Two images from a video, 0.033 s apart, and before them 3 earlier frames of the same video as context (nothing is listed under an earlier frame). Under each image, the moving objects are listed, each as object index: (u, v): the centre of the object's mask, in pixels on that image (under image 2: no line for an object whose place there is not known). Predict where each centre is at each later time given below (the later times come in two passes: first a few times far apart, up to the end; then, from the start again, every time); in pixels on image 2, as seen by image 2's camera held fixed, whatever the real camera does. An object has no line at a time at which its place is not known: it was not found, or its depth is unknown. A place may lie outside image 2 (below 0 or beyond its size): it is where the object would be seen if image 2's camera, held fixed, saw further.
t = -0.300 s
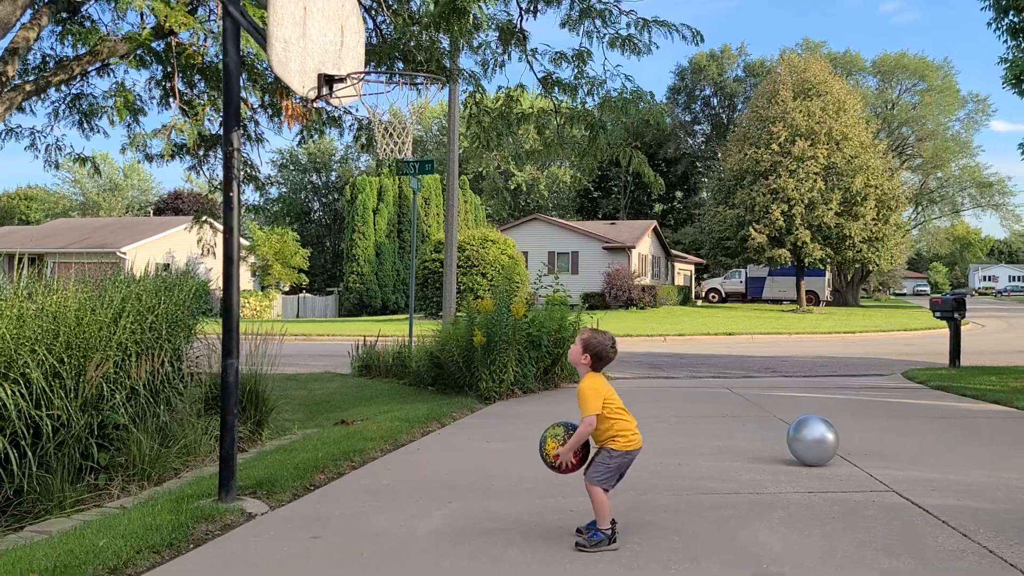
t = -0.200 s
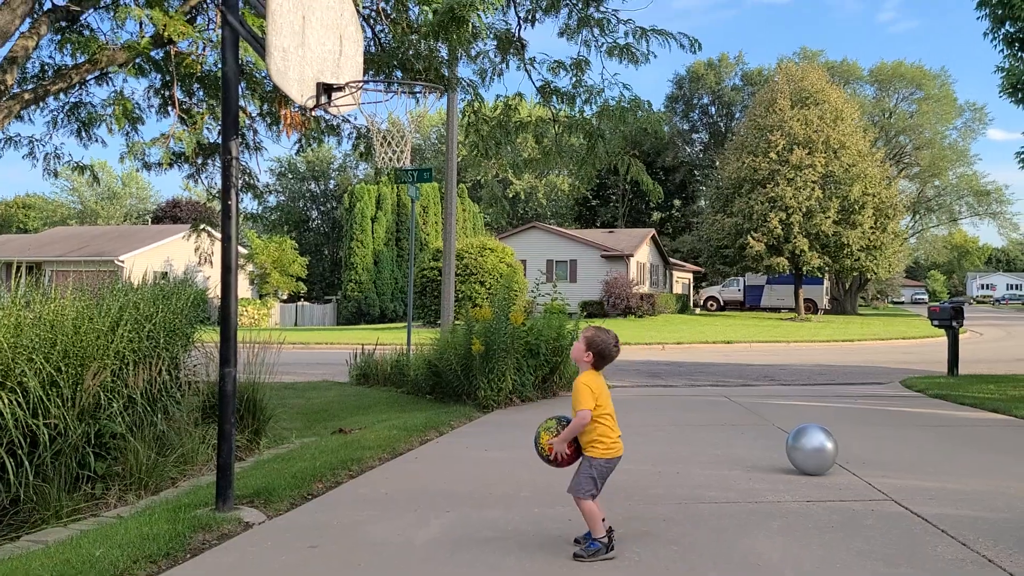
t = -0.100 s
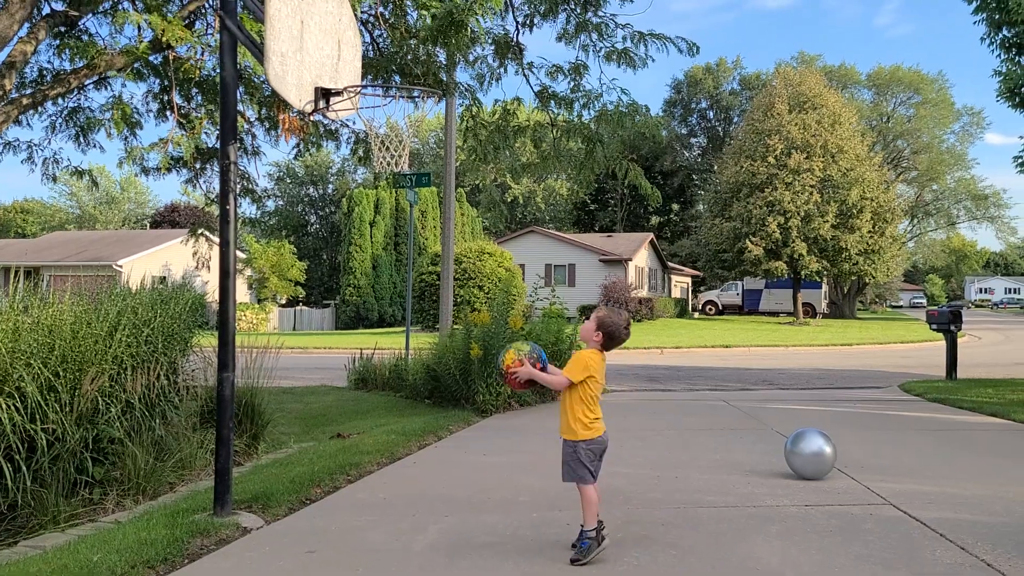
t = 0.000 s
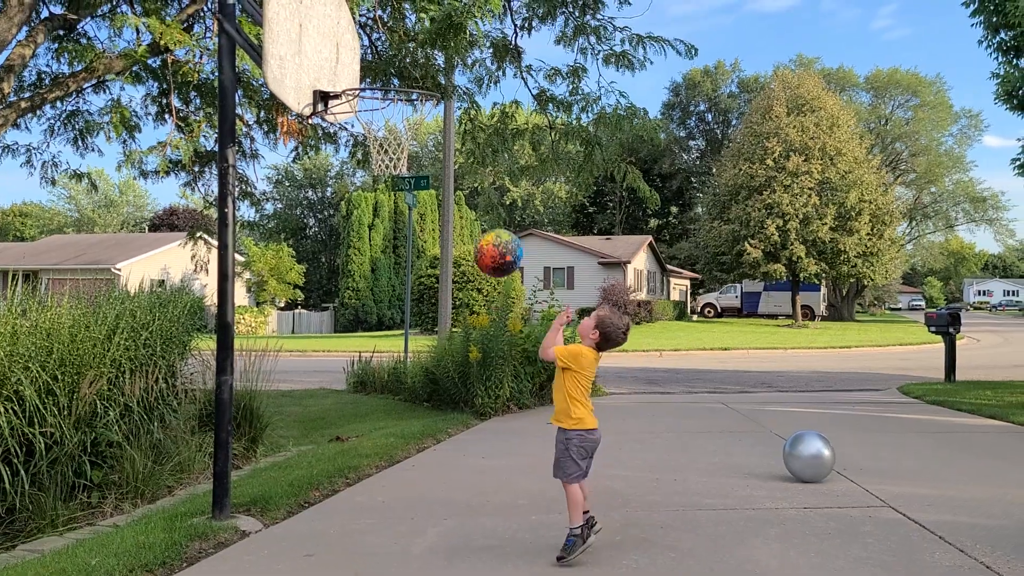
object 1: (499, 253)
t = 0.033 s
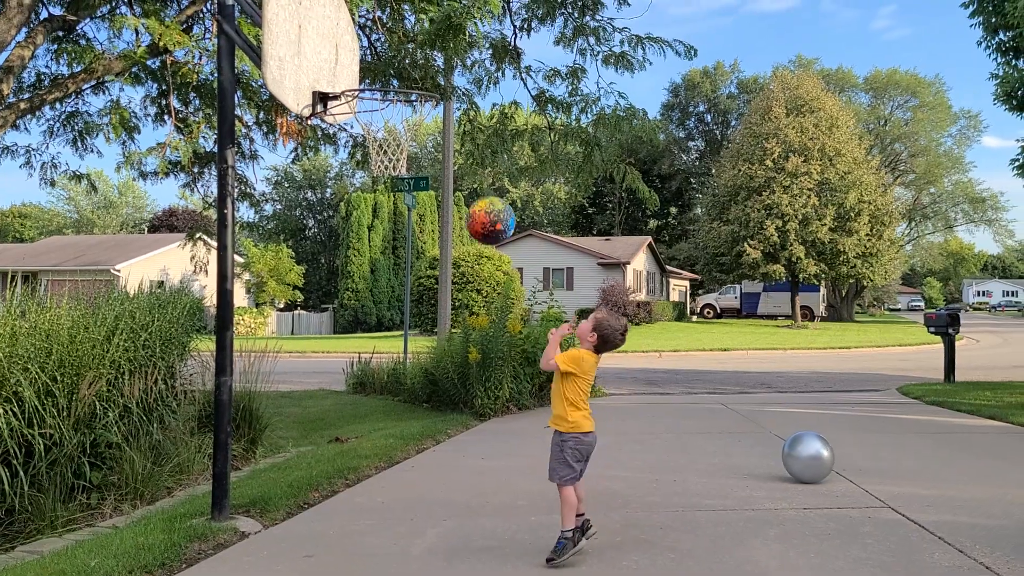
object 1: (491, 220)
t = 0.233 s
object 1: (451, 76)
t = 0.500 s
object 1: (399, 14)
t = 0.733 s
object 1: (355, 71)
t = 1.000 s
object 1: (415, 38)
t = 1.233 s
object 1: (474, 113)
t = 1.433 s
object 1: (523, 269)
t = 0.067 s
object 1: (484, 190)
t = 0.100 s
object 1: (477, 162)
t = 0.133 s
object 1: (471, 137)
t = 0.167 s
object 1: (463, 114)
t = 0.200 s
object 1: (457, 93)
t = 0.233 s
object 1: (451, 76)
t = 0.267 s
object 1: (444, 60)
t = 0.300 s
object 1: (438, 46)
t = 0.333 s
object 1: (432, 35)
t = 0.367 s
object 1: (425, 27)
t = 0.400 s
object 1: (419, 20)
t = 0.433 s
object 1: (412, 16)
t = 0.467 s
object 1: (406, 14)
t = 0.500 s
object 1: (399, 14)
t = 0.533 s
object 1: (393, 16)
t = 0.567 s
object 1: (387, 20)
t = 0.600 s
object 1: (380, 27)
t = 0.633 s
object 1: (374, 35)
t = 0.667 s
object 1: (368, 46)
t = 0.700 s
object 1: (361, 59)
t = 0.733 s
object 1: (355, 71)
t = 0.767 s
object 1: (359, 68)
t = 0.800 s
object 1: (367, 59)
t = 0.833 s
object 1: (375, 50)
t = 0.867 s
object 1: (383, 44)
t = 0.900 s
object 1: (391, 39)
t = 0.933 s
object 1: (399, 37)
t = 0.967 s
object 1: (407, 36)
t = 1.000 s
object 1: (415, 38)
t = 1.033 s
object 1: (423, 42)
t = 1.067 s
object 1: (432, 48)
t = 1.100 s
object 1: (439, 56)
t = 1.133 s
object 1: (448, 67)
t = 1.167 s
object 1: (457, 80)
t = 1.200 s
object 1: (465, 95)
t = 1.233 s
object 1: (474, 113)
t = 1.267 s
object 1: (481, 133)
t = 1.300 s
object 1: (490, 155)
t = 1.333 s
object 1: (498, 180)
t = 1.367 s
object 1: (506, 207)
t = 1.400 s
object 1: (514, 237)
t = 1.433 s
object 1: (523, 269)
